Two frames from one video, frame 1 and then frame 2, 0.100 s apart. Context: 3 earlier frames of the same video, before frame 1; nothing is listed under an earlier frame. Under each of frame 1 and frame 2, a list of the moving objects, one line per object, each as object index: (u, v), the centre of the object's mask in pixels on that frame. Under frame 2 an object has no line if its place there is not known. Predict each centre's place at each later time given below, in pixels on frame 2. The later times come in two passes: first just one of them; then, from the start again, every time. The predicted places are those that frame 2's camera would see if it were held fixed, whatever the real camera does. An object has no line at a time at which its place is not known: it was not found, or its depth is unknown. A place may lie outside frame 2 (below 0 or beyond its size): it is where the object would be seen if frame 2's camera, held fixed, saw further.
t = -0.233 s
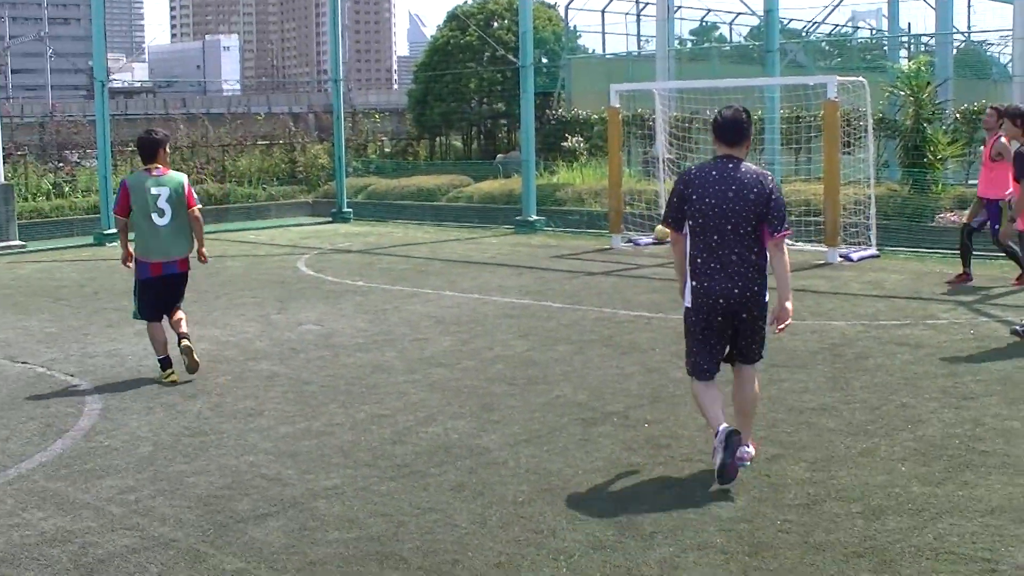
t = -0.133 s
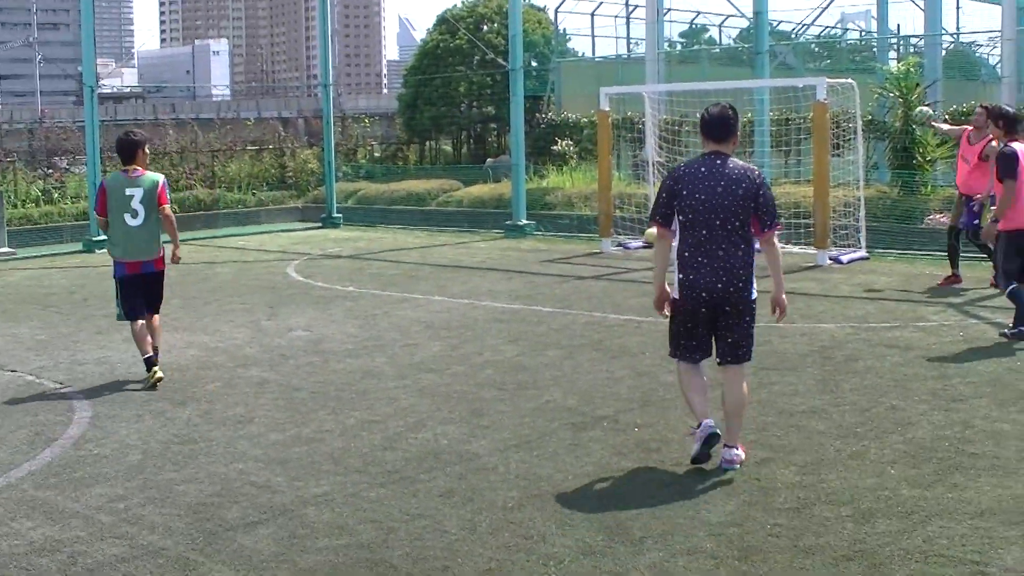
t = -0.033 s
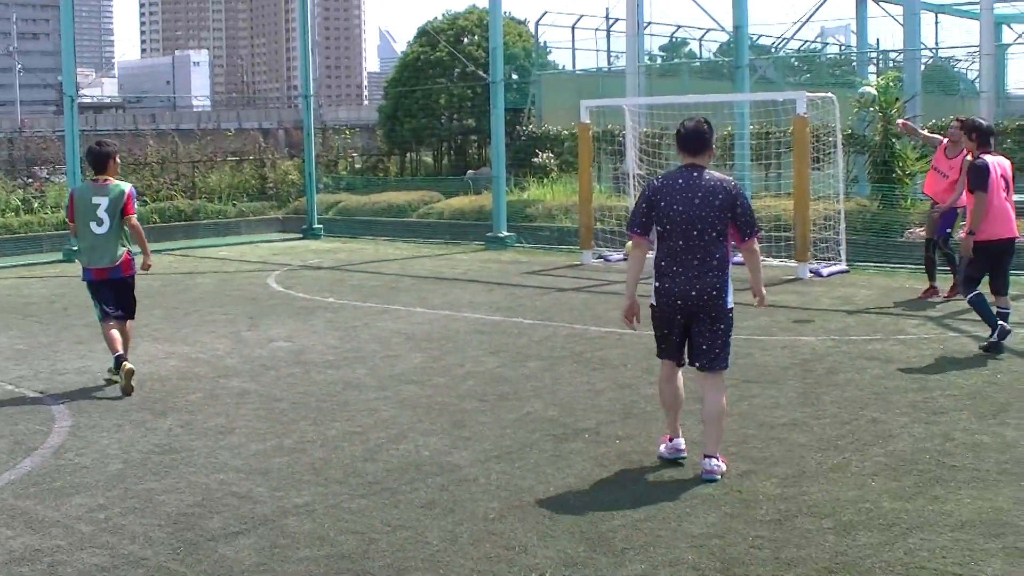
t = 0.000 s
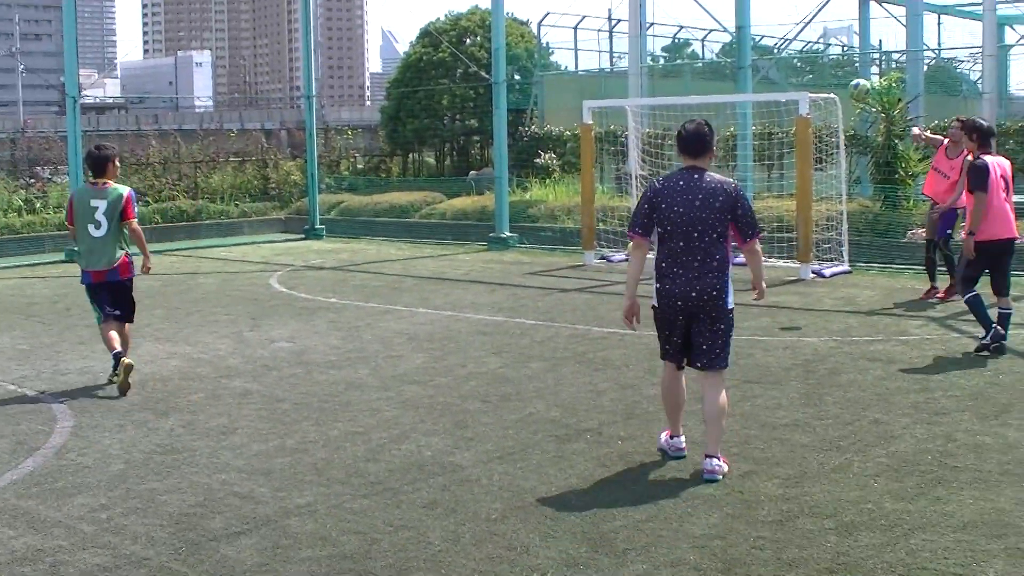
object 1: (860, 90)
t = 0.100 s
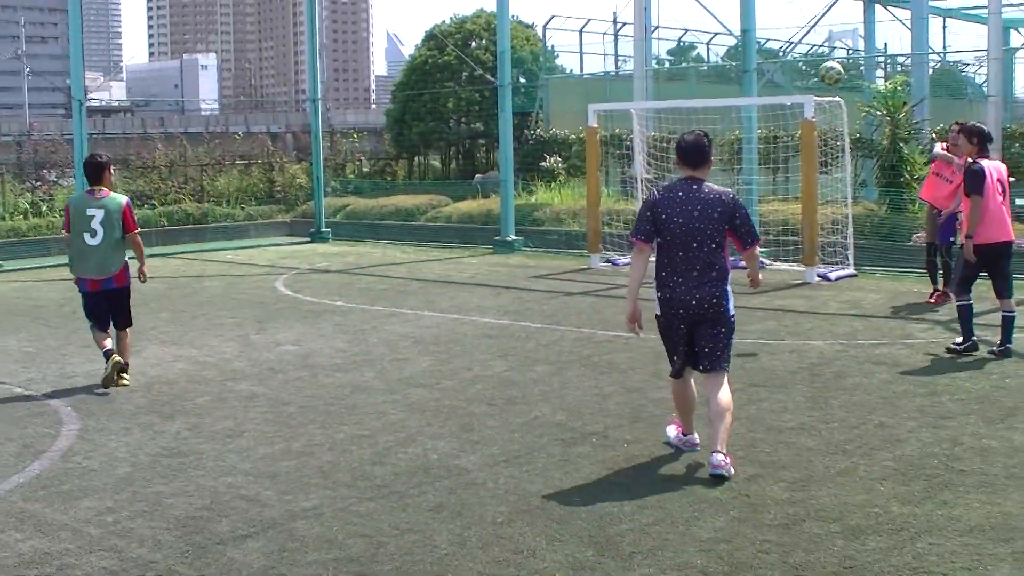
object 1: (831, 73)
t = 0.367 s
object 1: (698, 66)
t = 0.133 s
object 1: (818, 68)
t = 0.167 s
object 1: (807, 64)
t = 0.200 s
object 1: (791, 63)
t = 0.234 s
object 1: (775, 61)
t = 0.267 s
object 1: (757, 59)
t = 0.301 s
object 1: (739, 59)
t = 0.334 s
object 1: (719, 63)
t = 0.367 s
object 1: (698, 66)
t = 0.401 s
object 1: (674, 73)
